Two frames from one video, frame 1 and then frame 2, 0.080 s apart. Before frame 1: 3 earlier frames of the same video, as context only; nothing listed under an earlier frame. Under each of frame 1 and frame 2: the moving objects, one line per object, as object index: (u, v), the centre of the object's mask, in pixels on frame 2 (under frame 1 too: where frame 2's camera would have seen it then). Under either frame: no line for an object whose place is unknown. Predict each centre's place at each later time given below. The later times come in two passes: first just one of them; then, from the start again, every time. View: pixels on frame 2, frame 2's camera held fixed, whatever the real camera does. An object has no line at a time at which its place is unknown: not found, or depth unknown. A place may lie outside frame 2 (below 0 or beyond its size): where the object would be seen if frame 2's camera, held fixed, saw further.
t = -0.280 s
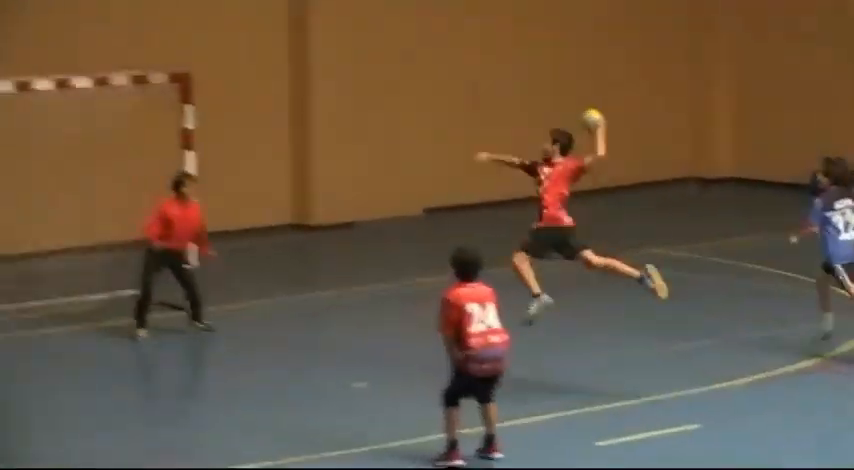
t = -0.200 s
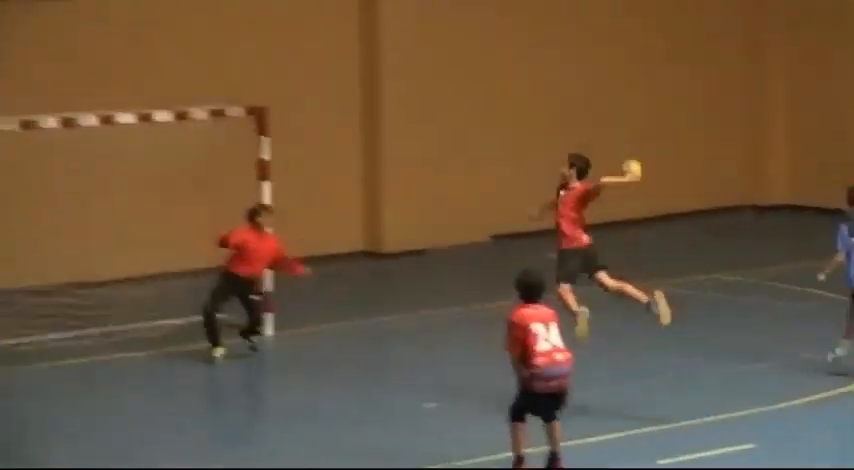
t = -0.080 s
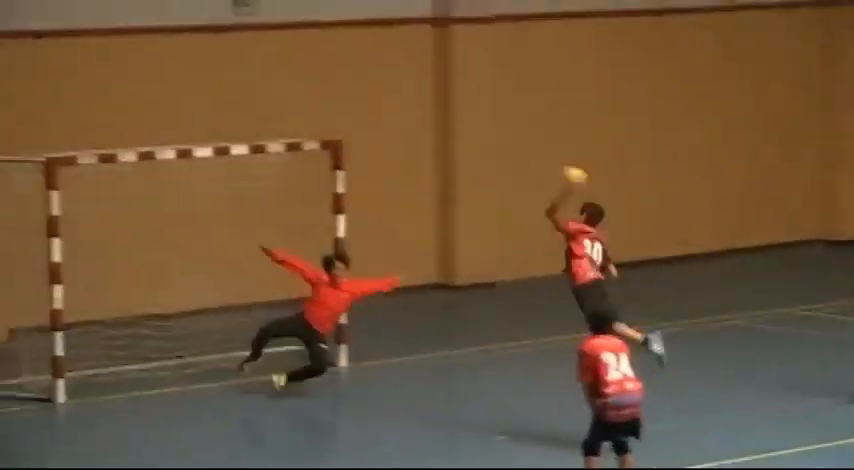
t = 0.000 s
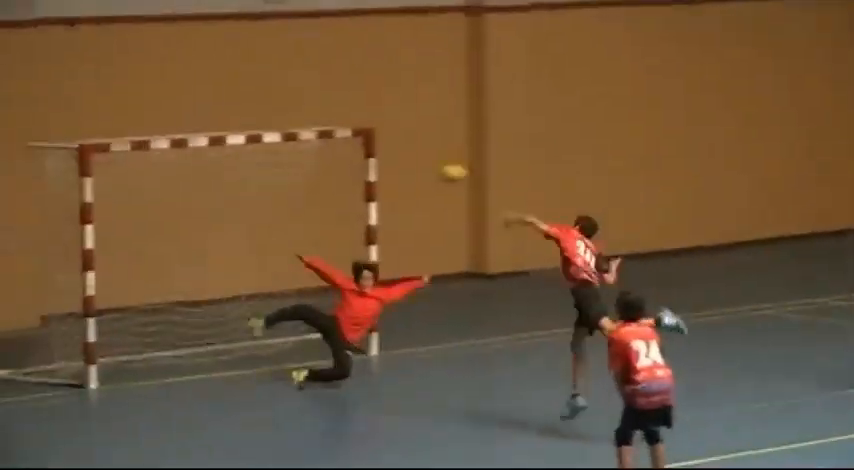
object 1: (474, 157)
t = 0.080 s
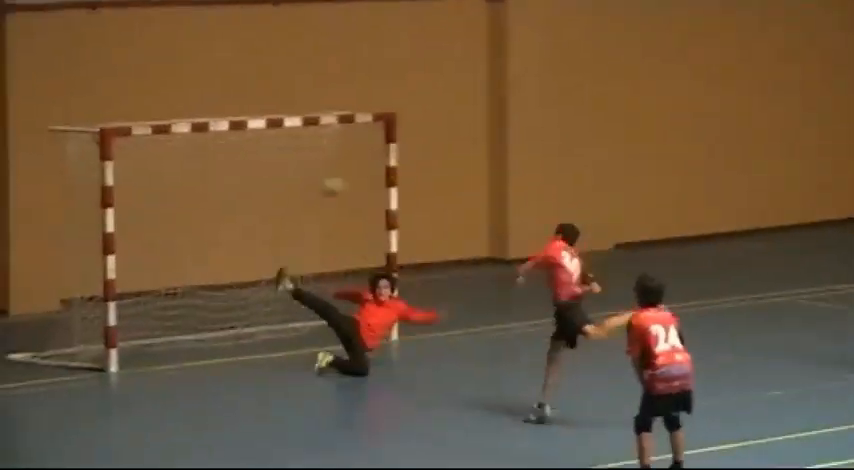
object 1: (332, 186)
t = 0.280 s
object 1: (57, 250)
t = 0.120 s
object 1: (266, 201)
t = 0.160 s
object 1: (204, 217)
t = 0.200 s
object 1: (144, 236)
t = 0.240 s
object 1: (88, 250)
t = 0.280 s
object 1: (57, 250)
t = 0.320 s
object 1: (48, 250)
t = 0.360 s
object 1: (48, 257)
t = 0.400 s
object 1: (53, 266)
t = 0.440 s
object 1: (65, 271)
